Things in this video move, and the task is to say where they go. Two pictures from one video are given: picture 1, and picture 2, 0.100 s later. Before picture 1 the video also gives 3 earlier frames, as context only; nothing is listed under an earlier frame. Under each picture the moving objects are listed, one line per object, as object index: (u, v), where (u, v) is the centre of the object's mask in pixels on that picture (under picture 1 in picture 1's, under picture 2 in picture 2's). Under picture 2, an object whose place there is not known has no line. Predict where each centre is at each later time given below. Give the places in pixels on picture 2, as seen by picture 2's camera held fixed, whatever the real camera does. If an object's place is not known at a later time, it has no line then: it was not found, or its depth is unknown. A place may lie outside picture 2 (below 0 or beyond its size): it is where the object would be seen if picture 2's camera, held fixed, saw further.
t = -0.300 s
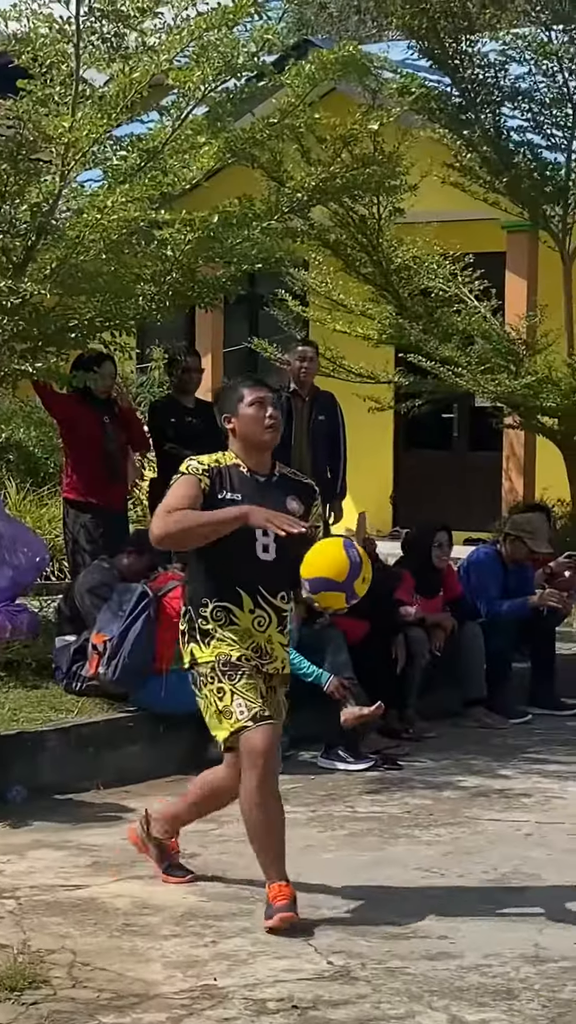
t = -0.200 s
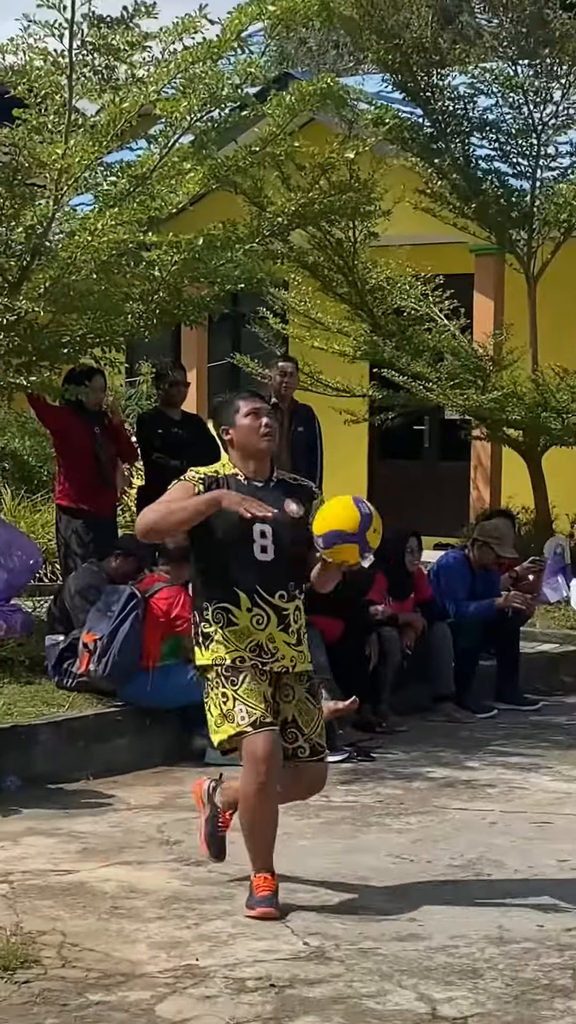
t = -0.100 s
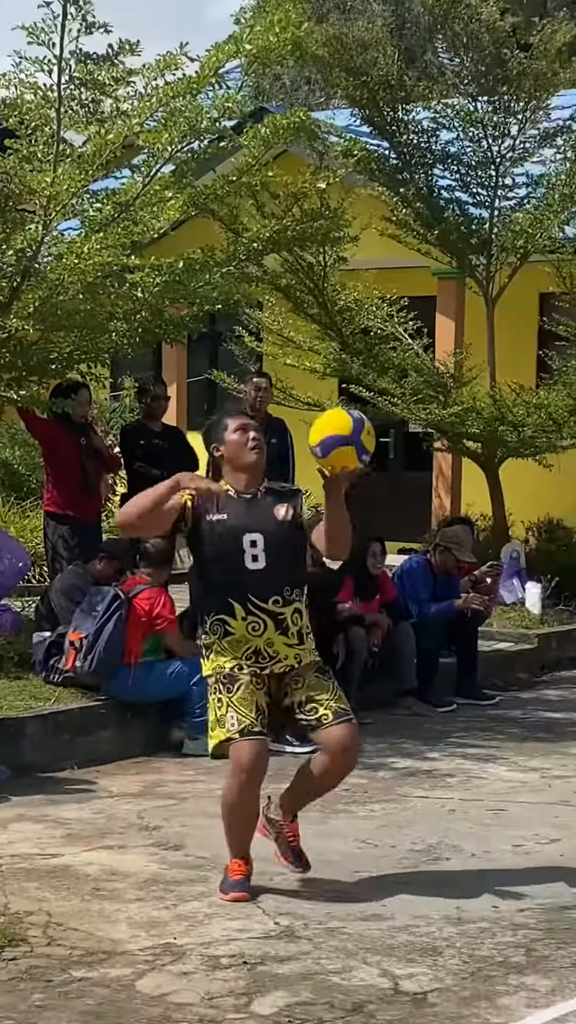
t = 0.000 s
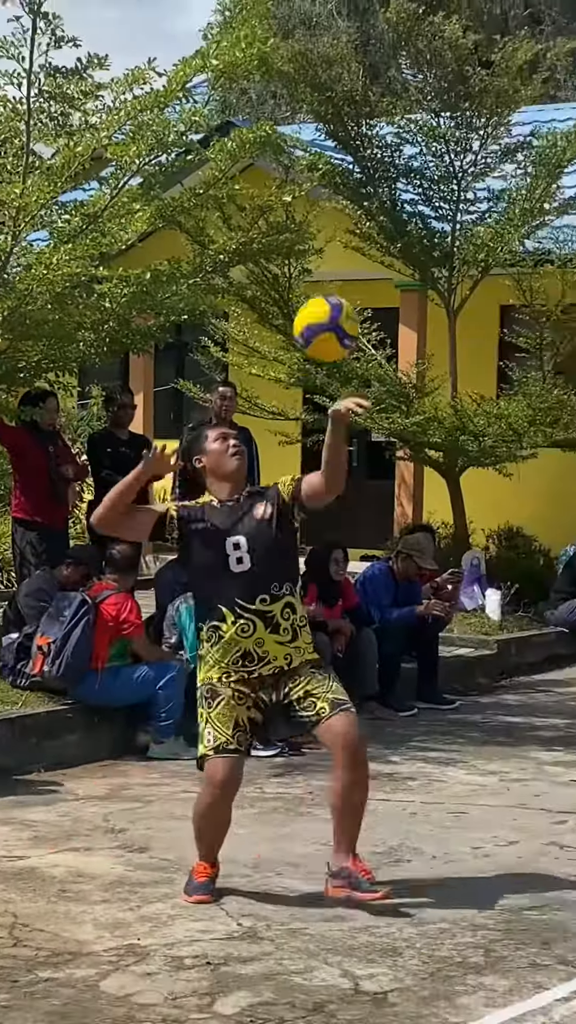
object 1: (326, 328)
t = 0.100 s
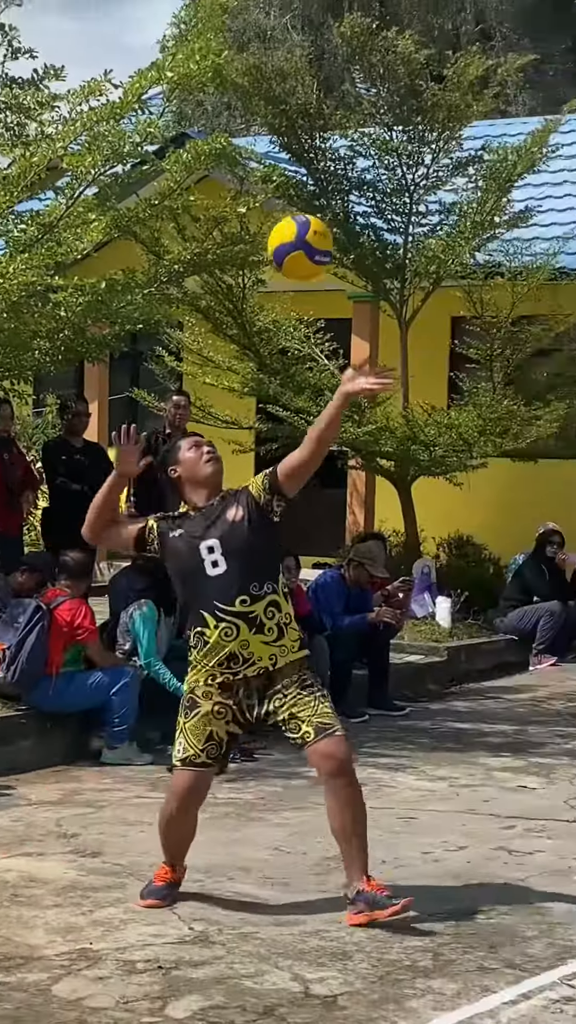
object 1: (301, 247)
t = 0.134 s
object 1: (307, 224)
